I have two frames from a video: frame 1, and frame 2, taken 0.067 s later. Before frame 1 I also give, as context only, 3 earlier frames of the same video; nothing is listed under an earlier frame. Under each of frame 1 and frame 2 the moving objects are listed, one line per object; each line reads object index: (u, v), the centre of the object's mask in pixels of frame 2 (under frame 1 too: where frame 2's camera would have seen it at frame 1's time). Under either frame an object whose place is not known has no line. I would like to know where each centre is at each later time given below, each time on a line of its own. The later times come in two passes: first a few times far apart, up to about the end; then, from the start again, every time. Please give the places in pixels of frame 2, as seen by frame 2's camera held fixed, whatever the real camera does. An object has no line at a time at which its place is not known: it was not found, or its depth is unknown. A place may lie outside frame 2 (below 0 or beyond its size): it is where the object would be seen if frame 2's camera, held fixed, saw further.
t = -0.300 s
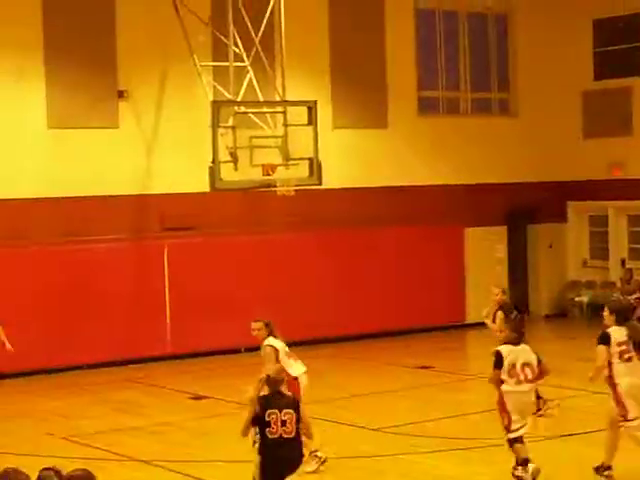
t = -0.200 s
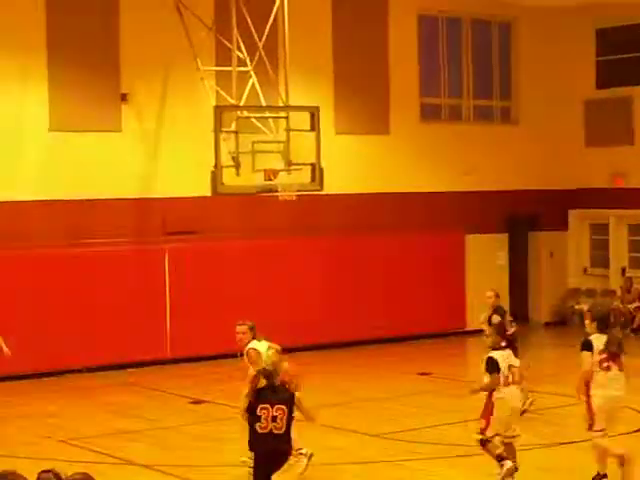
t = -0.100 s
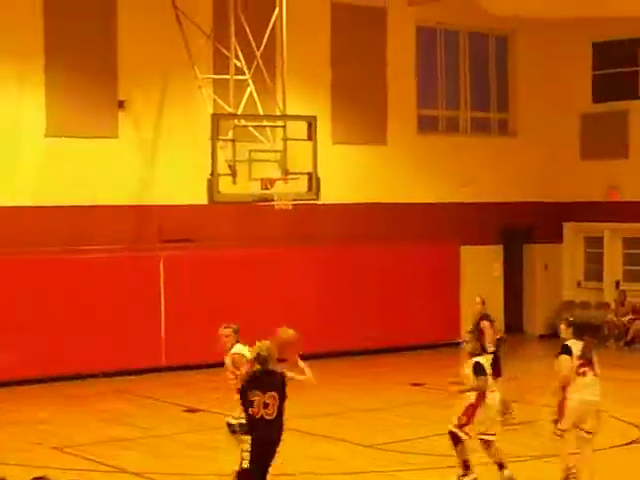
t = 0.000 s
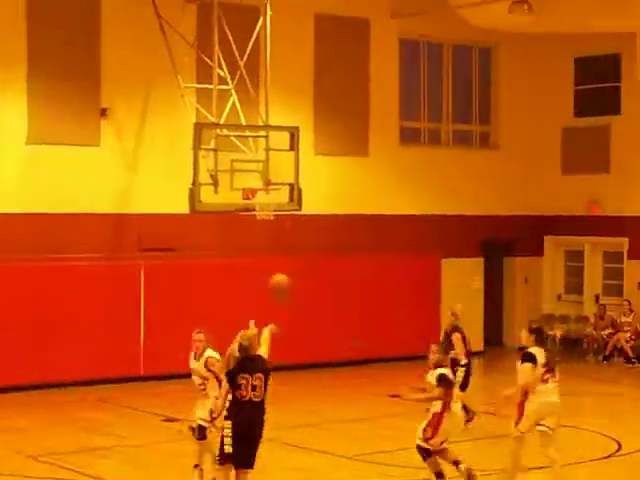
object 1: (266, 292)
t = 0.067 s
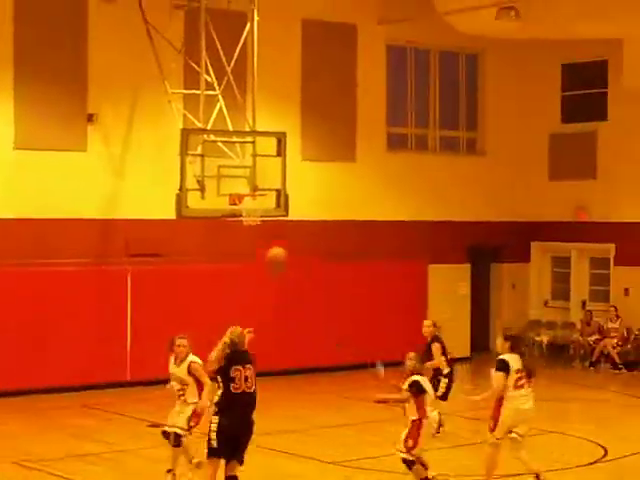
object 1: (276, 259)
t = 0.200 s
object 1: (295, 213)
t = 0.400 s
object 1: (316, 189)
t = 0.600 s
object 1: (334, 201)
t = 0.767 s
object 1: (344, 229)
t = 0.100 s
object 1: (281, 243)
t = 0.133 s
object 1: (286, 228)
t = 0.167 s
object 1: (290, 216)
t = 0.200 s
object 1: (295, 213)
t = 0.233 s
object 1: (298, 208)
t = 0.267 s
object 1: (302, 202)
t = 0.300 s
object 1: (306, 197)
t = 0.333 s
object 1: (309, 193)
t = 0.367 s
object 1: (313, 191)
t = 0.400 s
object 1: (316, 189)
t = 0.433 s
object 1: (320, 189)
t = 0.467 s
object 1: (323, 189)
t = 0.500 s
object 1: (326, 192)
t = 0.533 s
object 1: (329, 194)
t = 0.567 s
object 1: (331, 198)
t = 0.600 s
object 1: (334, 201)
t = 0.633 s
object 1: (337, 206)
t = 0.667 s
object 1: (339, 212)
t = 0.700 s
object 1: (341, 215)
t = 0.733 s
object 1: (342, 224)
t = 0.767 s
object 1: (344, 229)
